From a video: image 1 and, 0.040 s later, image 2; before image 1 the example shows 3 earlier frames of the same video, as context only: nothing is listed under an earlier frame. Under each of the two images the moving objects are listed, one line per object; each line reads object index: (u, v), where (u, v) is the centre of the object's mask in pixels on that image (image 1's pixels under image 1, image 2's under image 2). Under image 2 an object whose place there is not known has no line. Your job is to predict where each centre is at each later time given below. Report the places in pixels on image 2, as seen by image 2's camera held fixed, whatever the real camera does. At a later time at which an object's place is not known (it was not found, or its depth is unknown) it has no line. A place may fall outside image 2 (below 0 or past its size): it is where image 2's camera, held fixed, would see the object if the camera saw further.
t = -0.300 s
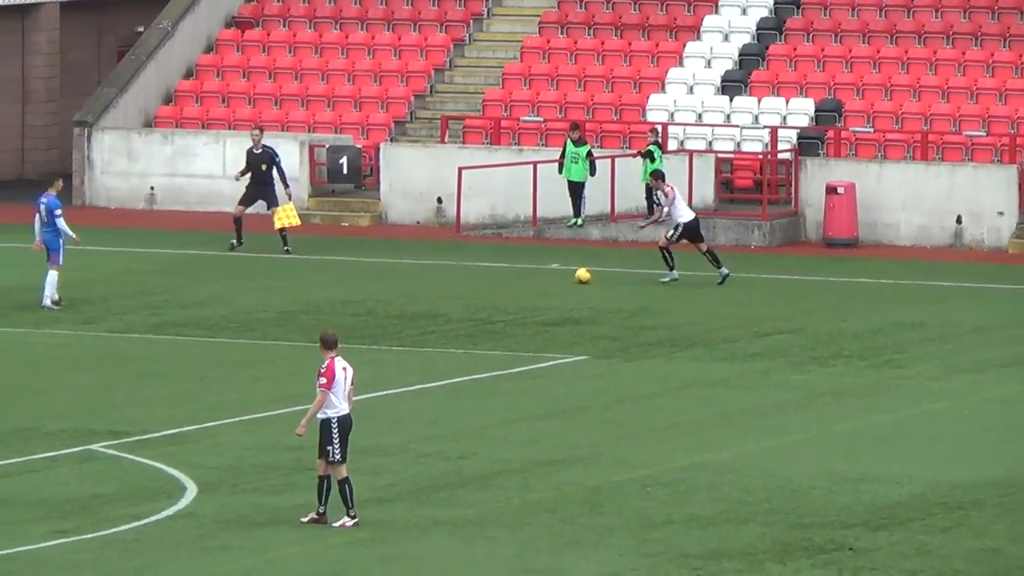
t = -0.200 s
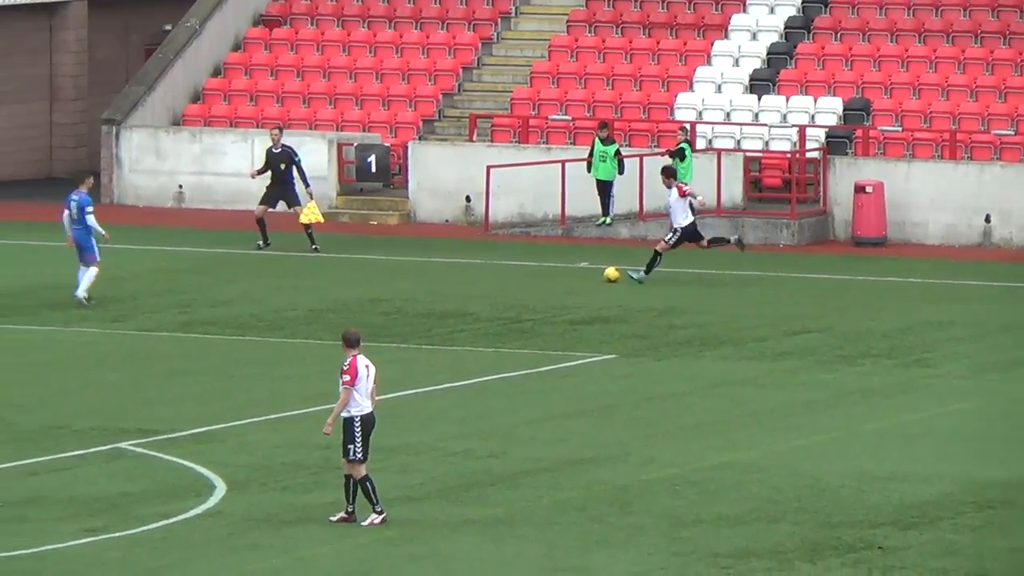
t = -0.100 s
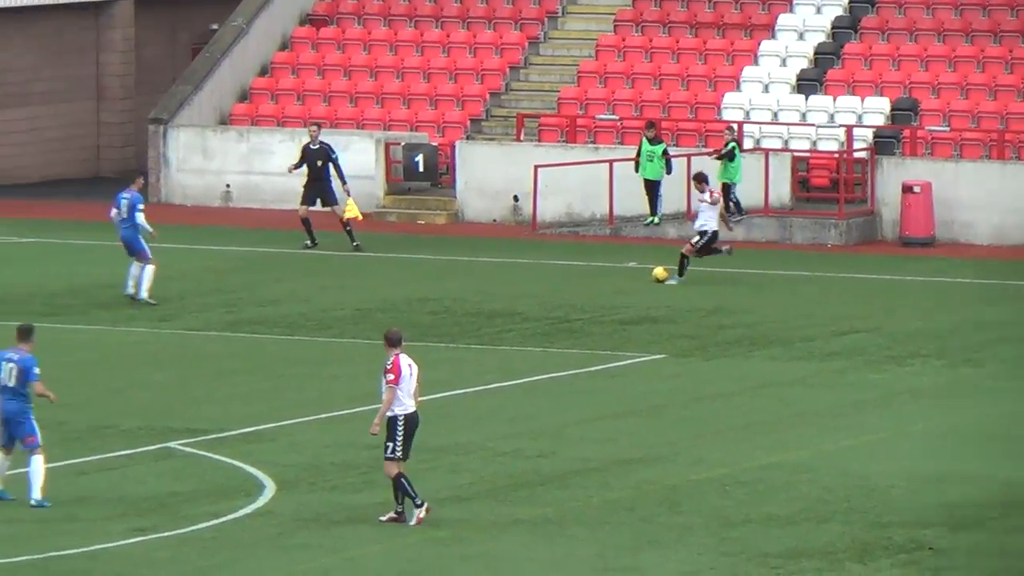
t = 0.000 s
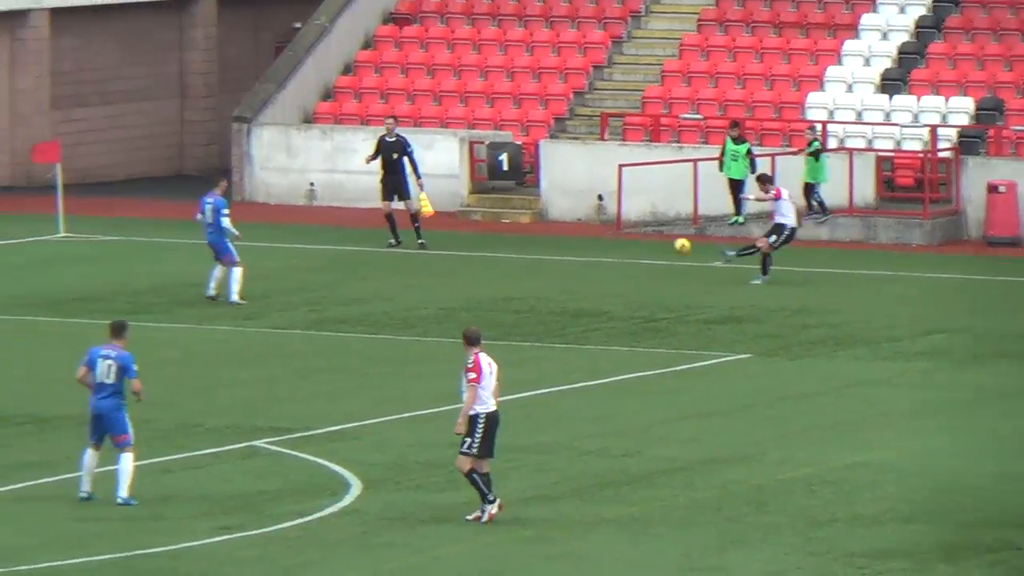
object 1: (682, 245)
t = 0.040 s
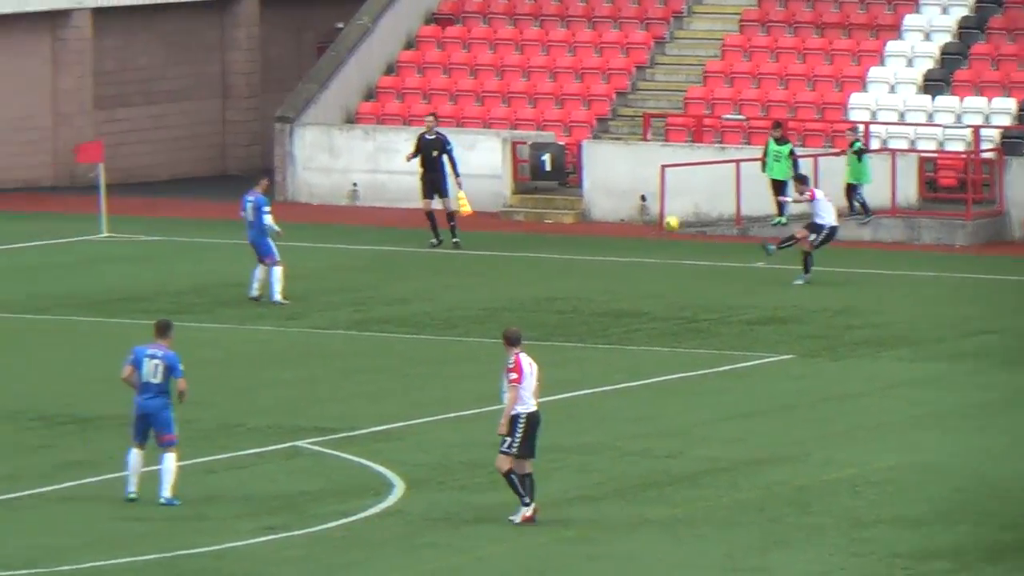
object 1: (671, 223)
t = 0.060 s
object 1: (646, 213)
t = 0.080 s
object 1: (622, 204)
